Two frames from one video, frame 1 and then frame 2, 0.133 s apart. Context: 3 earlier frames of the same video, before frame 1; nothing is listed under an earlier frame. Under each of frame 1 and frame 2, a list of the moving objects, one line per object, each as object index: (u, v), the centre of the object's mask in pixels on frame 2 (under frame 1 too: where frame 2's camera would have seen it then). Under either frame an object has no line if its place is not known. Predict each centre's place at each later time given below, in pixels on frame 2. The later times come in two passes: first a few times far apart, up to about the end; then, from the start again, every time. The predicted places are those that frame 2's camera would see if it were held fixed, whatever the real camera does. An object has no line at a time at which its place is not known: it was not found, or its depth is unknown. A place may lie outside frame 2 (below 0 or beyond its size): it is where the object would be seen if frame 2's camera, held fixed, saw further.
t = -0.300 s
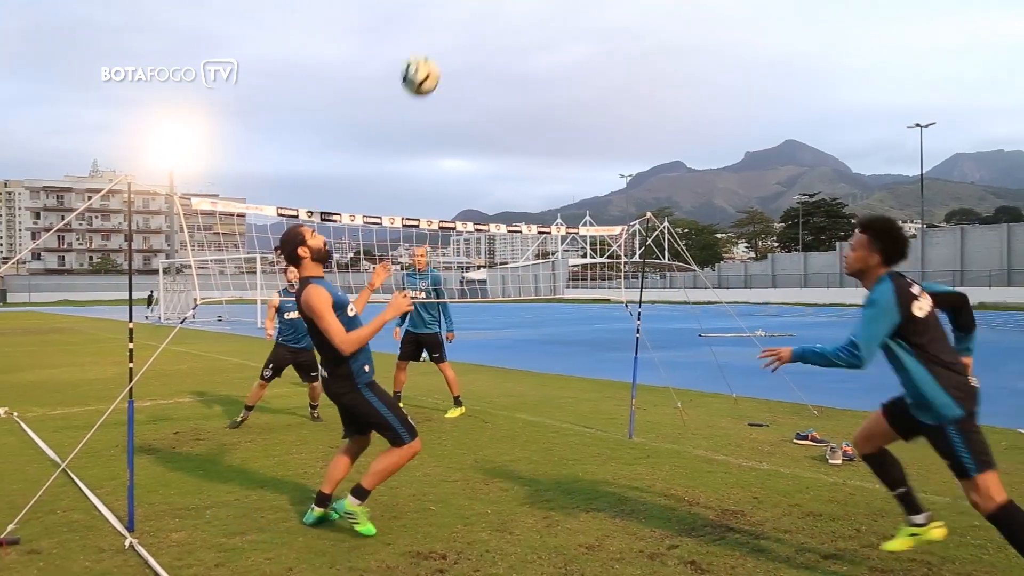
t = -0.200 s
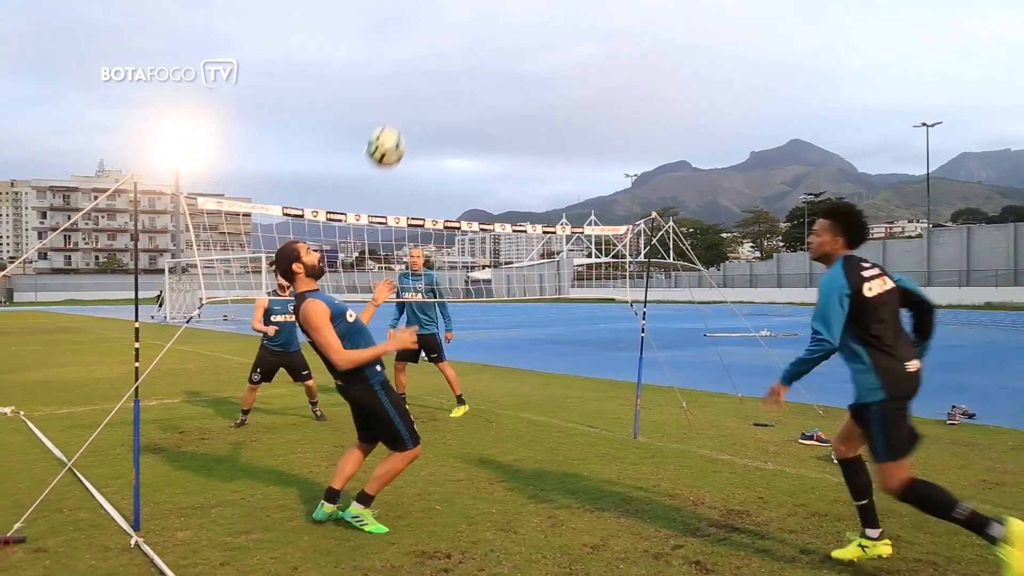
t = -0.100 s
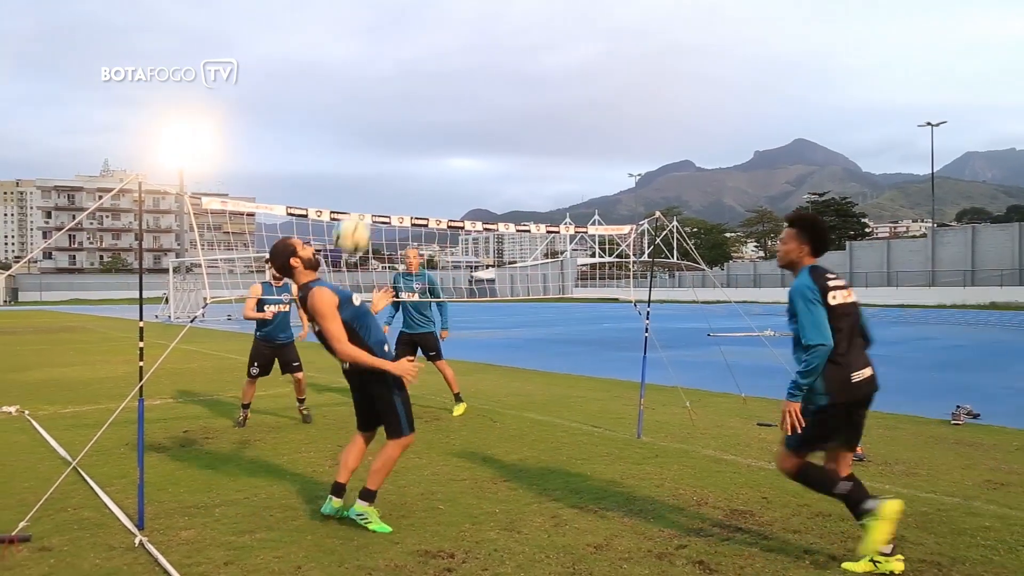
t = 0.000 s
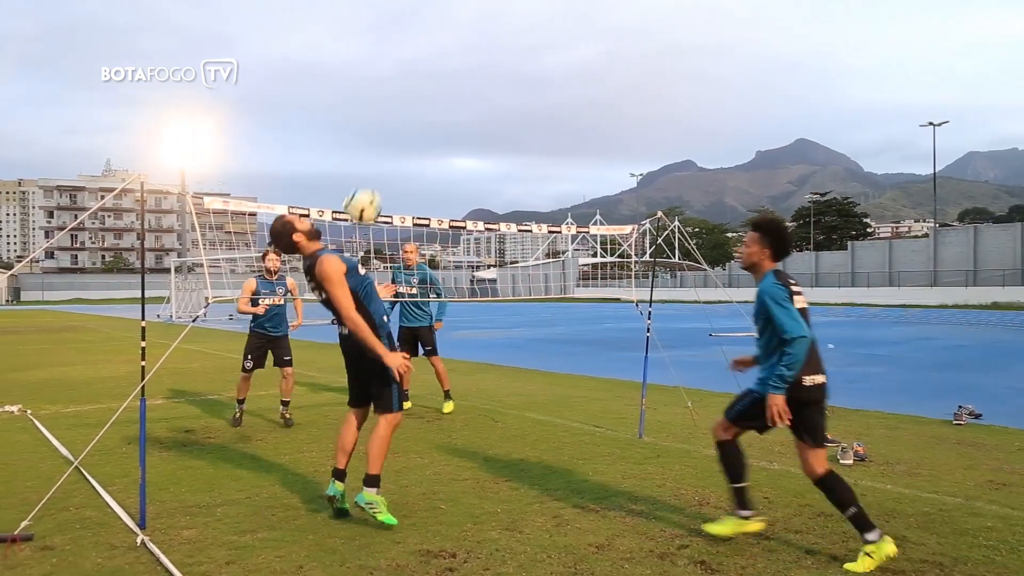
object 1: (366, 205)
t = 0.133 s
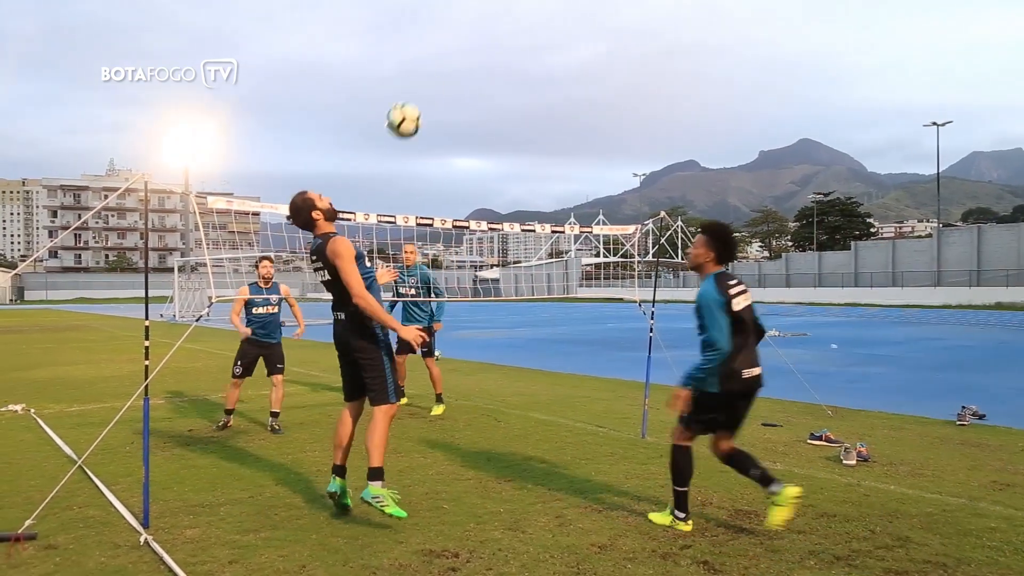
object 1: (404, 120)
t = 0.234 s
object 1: (432, 76)
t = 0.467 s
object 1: (492, 39)
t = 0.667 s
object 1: (539, 71)
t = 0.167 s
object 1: (413, 103)
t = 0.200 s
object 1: (423, 89)
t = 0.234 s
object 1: (432, 76)
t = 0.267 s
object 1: (440, 65)
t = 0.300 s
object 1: (449, 56)
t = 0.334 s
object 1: (458, 49)
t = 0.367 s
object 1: (467, 44)
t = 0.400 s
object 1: (475, 41)
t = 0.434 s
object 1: (483, 39)
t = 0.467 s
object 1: (492, 39)
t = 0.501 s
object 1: (500, 40)
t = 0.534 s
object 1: (508, 43)
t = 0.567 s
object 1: (516, 48)
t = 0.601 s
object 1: (524, 54)
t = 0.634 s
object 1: (531, 61)
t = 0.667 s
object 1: (539, 71)
